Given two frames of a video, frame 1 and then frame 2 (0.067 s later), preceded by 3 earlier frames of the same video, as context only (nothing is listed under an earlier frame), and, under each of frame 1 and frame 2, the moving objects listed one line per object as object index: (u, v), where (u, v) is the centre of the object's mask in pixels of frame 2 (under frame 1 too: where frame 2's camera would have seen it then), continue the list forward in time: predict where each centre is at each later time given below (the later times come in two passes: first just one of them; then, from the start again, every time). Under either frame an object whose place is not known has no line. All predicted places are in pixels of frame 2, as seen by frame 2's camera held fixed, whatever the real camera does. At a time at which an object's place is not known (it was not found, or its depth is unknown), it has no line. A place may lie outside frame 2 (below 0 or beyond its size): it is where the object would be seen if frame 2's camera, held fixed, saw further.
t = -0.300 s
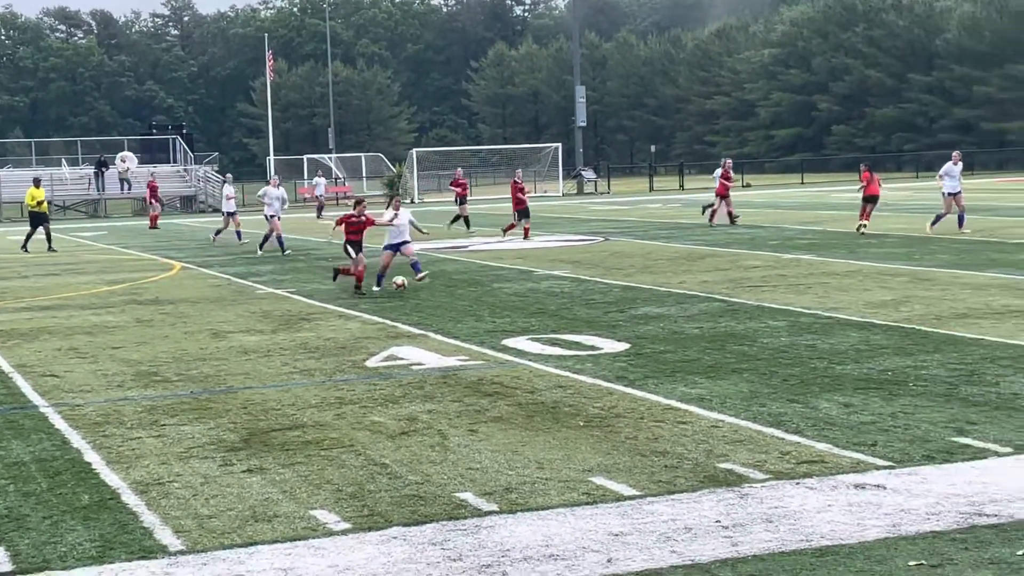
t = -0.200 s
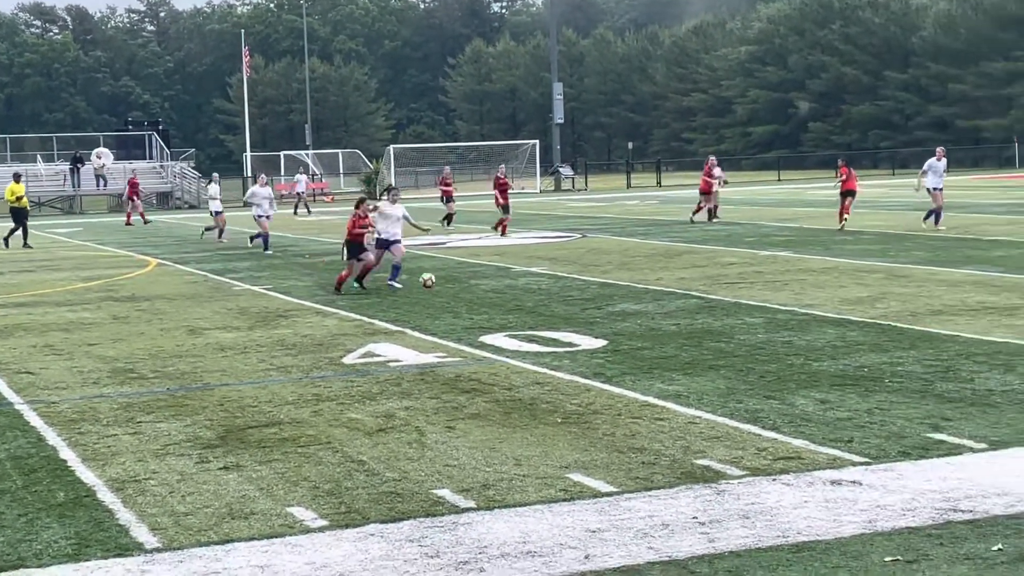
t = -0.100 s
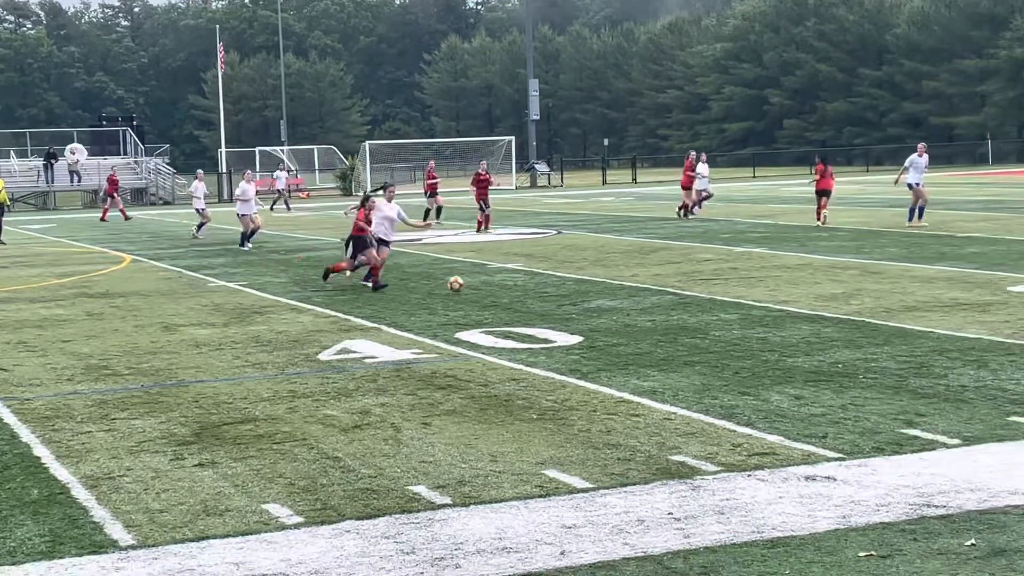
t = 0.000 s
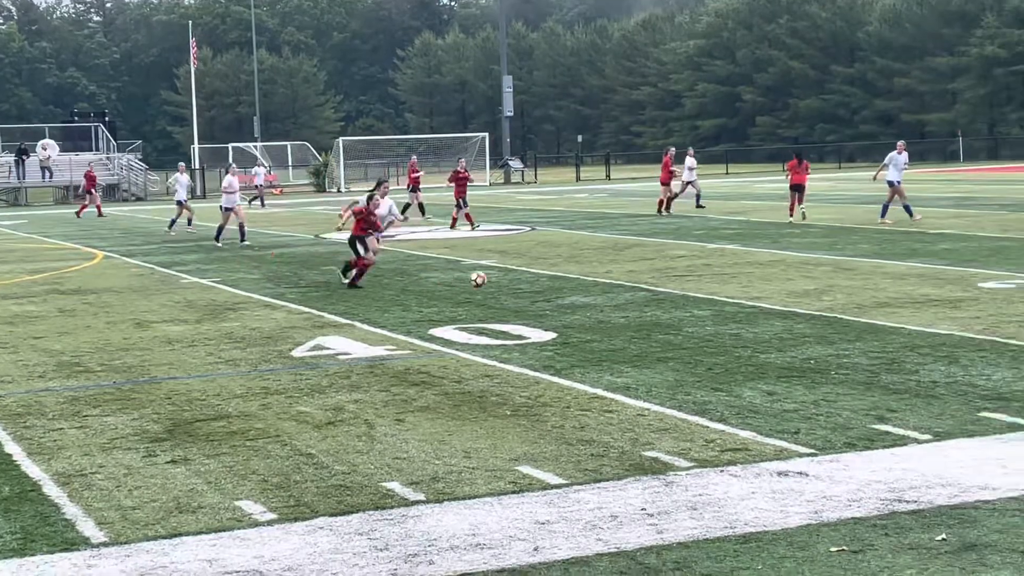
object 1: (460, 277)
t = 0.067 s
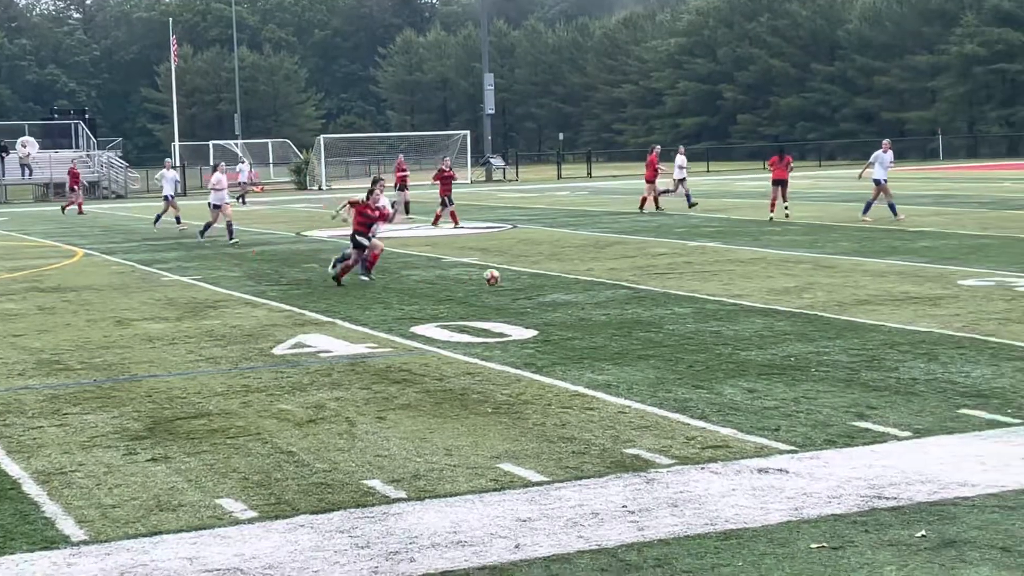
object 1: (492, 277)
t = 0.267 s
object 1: (582, 282)
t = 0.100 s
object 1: (507, 278)
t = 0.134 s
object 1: (523, 280)
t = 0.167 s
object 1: (539, 284)
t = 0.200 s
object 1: (554, 283)
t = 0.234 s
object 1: (567, 282)
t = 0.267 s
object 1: (582, 282)
